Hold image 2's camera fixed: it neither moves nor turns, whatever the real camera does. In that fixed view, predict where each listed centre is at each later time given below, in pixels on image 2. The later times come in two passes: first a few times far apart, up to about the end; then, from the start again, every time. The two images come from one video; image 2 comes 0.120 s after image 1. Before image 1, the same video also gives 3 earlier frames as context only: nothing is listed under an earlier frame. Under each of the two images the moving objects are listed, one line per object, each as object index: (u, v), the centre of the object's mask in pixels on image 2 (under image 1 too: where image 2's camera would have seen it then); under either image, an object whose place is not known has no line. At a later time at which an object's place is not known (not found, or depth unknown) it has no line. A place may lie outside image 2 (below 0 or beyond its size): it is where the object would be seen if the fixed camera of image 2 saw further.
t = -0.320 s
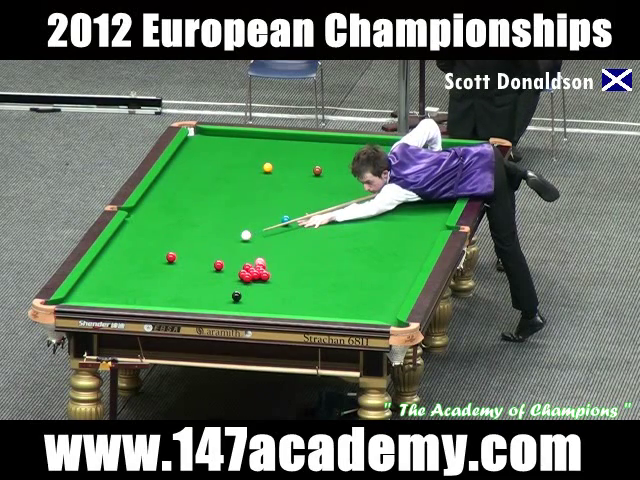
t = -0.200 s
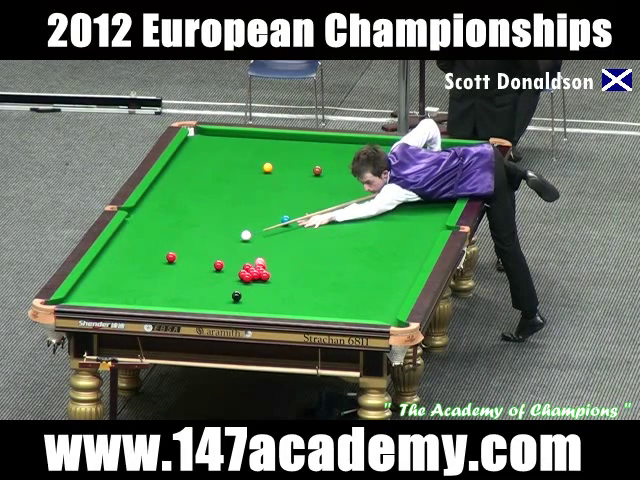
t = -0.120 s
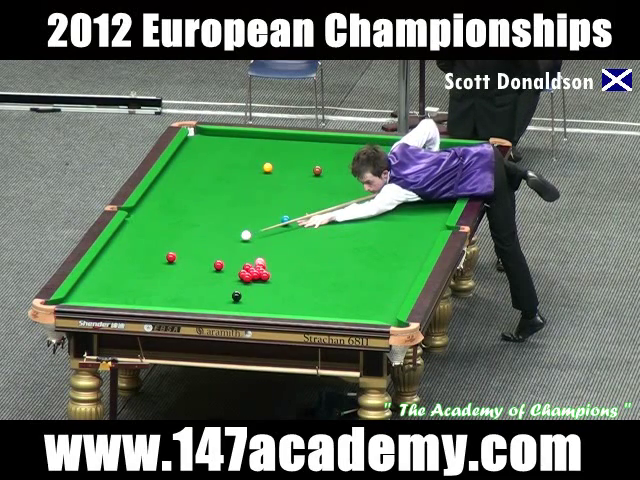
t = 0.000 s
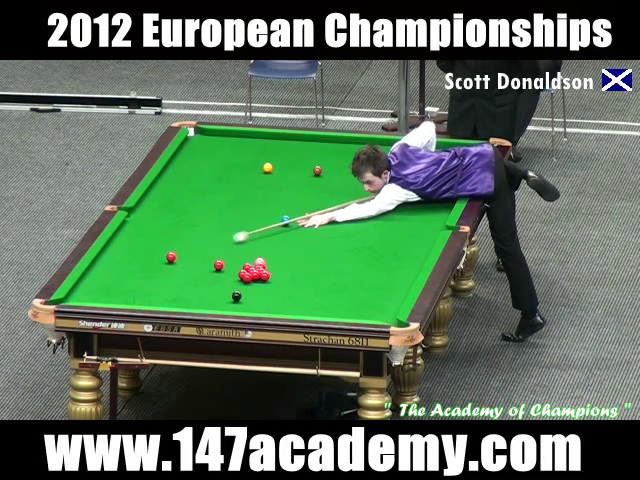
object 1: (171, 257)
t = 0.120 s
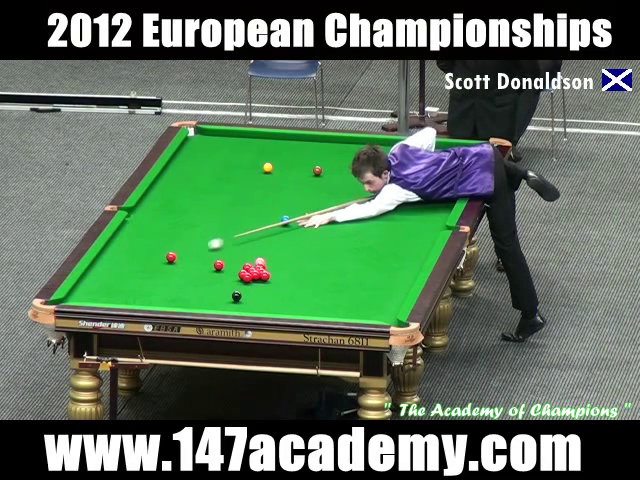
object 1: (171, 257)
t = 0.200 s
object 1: (170, 257)
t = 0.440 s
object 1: (154, 264)
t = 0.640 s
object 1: (134, 272)
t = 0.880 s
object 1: (111, 281)
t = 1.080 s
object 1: (93, 289)
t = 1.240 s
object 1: (79, 294)
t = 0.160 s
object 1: (170, 257)
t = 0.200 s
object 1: (170, 257)
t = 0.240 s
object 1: (170, 257)
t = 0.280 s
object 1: (170, 257)
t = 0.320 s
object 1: (170, 258)
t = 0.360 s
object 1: (164, 260)
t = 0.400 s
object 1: (159, 262)
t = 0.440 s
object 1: (154, 264)
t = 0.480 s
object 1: (150, 266)
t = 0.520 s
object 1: (145, 268)
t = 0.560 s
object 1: (142, 269)
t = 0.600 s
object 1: (138, 271)
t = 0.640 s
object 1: (134, 272)
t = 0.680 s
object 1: (130, 274)
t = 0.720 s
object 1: (126, 275)
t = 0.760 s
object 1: (123, 277)
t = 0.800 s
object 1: (119, 278)
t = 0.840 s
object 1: (115, 280)
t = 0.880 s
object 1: (111, 281)
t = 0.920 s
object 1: (108, 283)
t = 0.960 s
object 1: (104, 285)
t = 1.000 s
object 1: (100, 286)
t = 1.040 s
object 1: (97, 287)
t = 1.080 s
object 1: (93, 289)
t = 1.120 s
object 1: (89, 290)
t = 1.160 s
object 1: (86, 292)
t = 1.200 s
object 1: (82, 293)
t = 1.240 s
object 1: (79, 294)
